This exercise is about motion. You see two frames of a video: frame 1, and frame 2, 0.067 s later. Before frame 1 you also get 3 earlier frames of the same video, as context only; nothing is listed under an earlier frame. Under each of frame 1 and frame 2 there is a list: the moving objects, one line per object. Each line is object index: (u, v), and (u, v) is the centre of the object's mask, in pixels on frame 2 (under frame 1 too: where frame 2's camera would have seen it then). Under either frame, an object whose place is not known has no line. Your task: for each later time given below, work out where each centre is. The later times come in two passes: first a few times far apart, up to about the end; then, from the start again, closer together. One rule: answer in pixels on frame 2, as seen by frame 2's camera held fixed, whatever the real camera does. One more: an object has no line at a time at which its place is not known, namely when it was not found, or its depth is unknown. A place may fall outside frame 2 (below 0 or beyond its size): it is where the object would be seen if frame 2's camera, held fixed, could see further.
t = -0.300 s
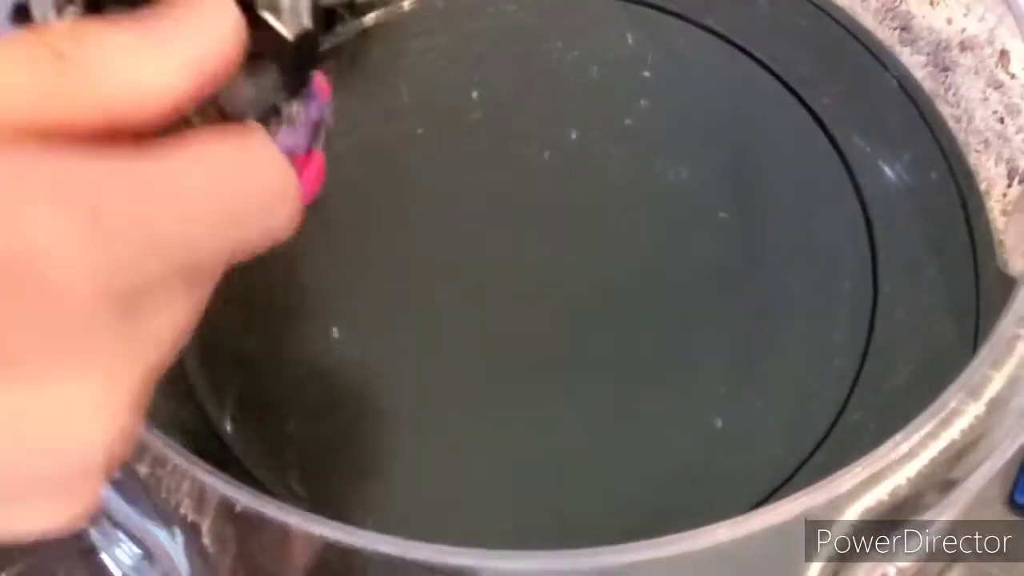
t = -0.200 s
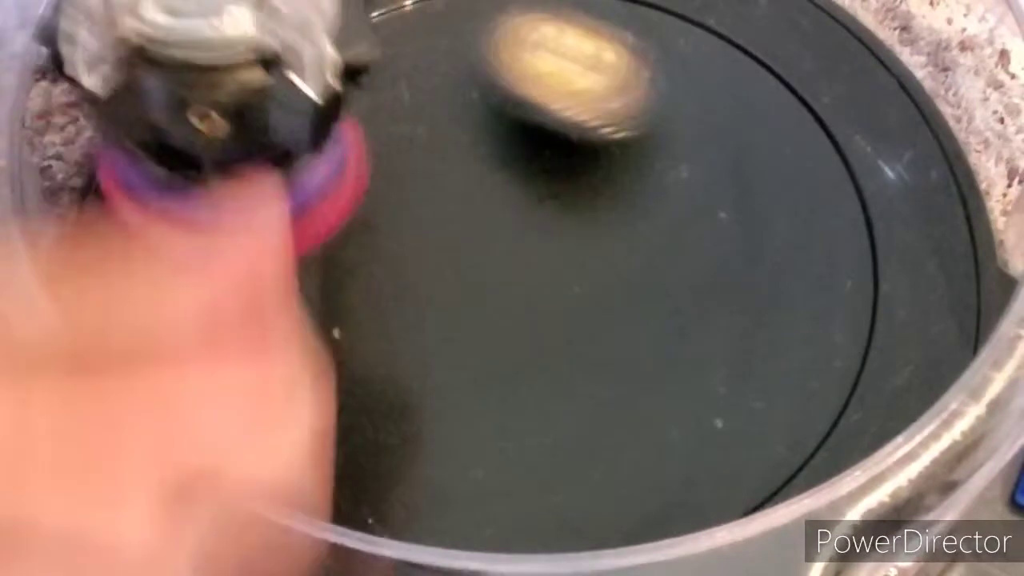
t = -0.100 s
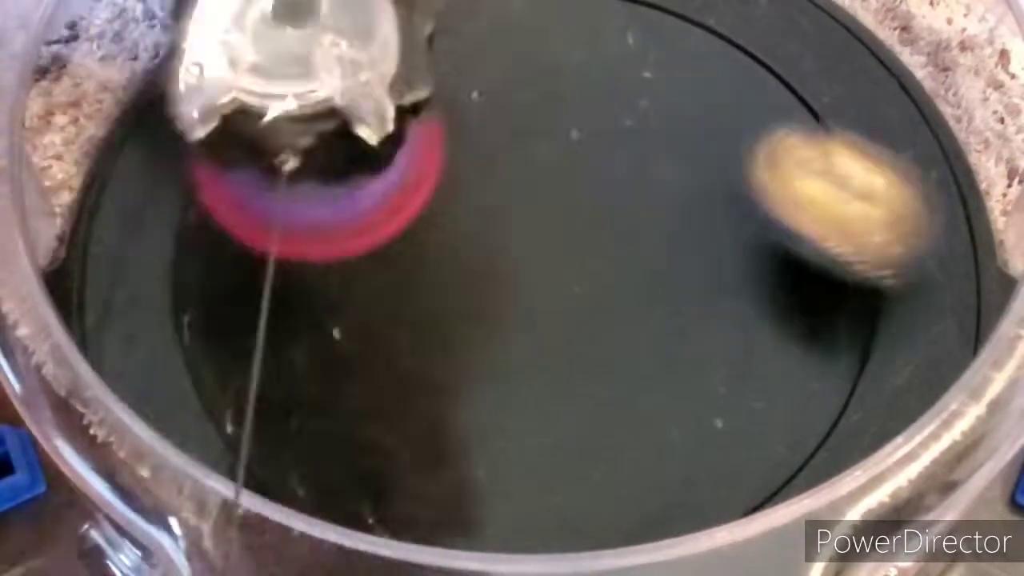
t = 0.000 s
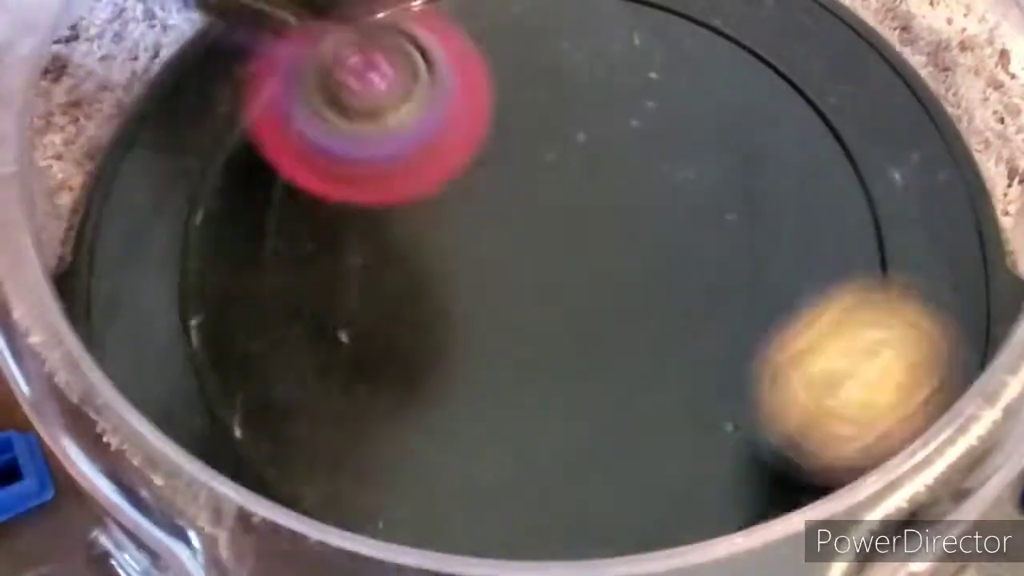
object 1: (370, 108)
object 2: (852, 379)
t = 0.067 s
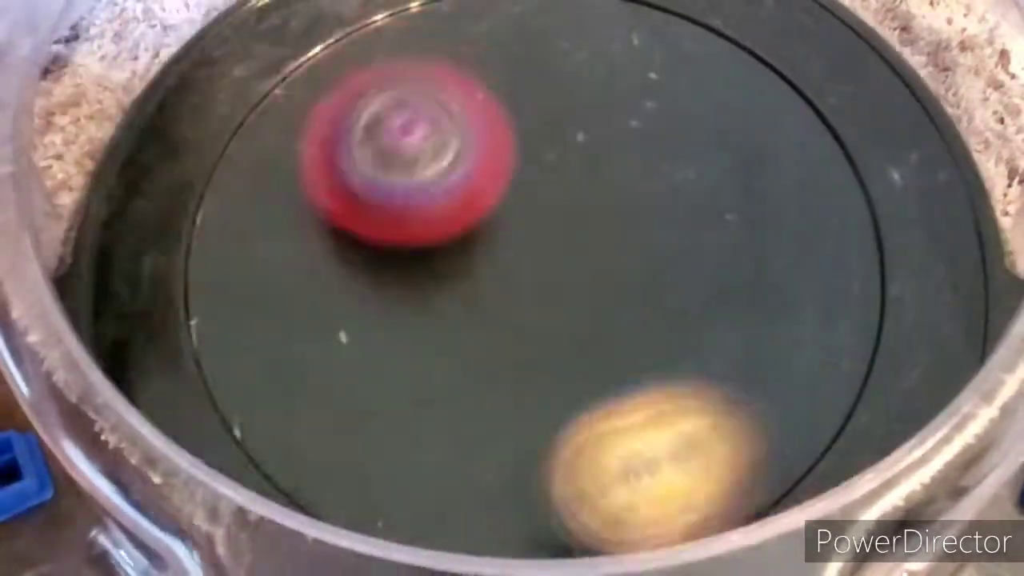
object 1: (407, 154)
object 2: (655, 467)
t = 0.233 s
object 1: (520, 148)
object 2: (176, 386)
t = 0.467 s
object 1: (598, 176)
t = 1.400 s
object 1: (530, 252)
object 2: (415, 54)
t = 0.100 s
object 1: (427, 134)
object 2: (549, 490)
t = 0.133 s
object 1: (449, 132)
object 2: (442, 489)
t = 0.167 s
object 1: (473, 143)
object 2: (340, 470)
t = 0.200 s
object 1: (497, 144)
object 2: (247, 433)
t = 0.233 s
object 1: (520, 148)
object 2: (176, 386)
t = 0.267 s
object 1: (543, 154)
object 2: (149, 326)
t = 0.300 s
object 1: (561, 161)
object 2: (140, 259)
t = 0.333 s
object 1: (575, 166)
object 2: (153, 184)
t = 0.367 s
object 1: (587, 170)
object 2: (171, 111)
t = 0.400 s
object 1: (594, 173)
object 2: (205, 51)
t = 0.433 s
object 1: (597, 175)
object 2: (244, 17)
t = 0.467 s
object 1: (598, 176)
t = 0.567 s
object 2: (470, 65)
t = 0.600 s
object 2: (456, 17)
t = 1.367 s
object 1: (493, 208)
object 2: (365, 25)
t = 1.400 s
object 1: (530, 252)
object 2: (415, 54)
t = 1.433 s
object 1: (572, 294)
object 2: (474, 97)
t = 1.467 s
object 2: (535, 153)
